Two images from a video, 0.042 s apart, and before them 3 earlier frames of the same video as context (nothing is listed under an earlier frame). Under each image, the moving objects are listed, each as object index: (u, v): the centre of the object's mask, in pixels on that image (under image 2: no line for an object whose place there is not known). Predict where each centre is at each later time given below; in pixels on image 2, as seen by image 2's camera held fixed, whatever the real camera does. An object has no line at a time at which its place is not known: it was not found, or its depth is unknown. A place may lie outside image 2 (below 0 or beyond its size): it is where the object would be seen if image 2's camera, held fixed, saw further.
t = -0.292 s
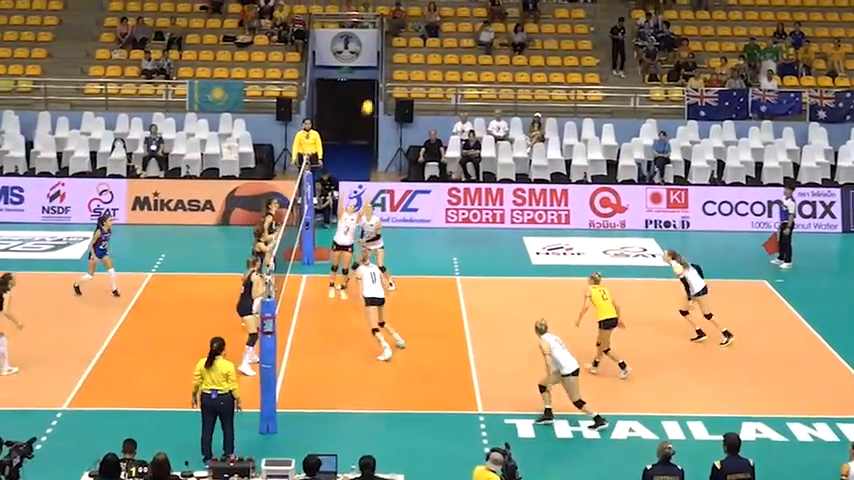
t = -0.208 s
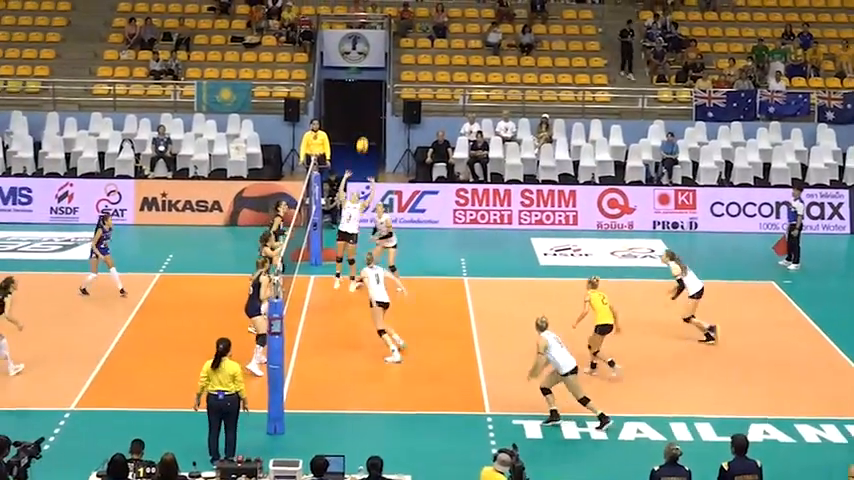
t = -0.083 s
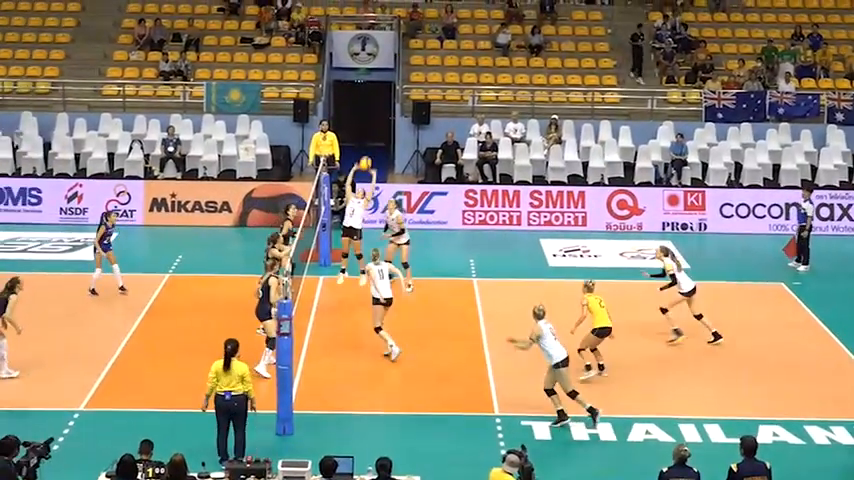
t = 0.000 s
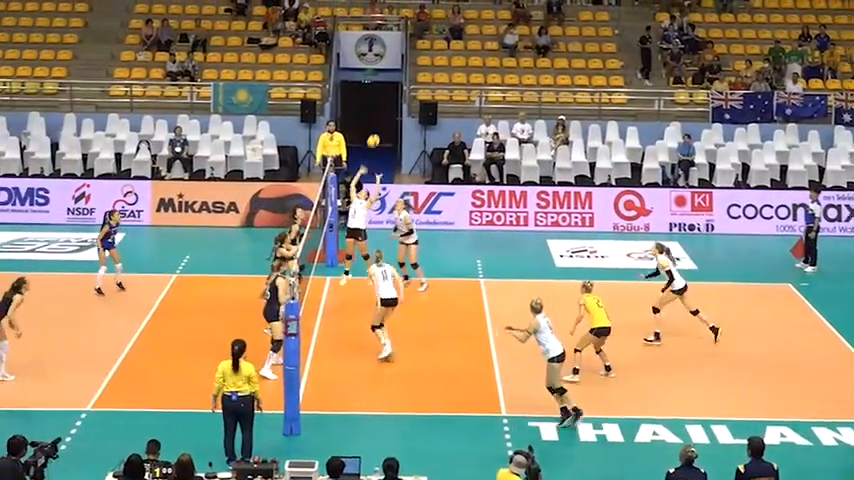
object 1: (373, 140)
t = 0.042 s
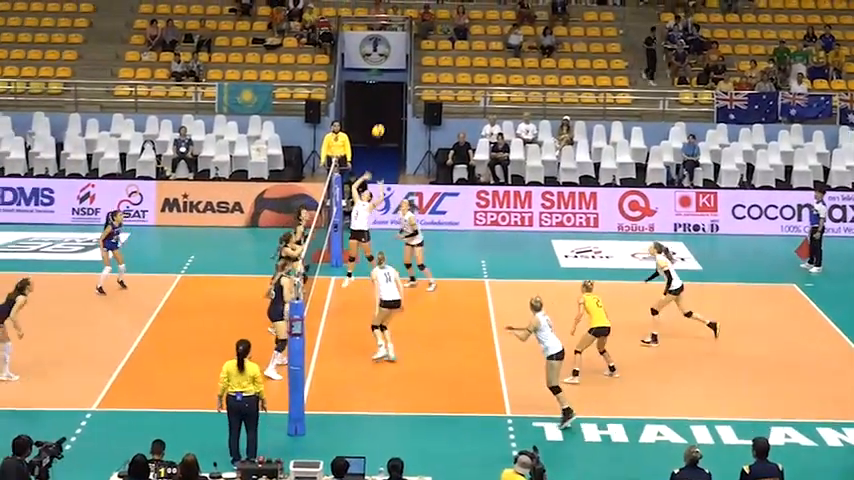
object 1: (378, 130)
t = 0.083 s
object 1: (379, 121)
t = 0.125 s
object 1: (380, 113)
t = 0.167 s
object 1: (381, 105)
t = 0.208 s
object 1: (382, 98)
